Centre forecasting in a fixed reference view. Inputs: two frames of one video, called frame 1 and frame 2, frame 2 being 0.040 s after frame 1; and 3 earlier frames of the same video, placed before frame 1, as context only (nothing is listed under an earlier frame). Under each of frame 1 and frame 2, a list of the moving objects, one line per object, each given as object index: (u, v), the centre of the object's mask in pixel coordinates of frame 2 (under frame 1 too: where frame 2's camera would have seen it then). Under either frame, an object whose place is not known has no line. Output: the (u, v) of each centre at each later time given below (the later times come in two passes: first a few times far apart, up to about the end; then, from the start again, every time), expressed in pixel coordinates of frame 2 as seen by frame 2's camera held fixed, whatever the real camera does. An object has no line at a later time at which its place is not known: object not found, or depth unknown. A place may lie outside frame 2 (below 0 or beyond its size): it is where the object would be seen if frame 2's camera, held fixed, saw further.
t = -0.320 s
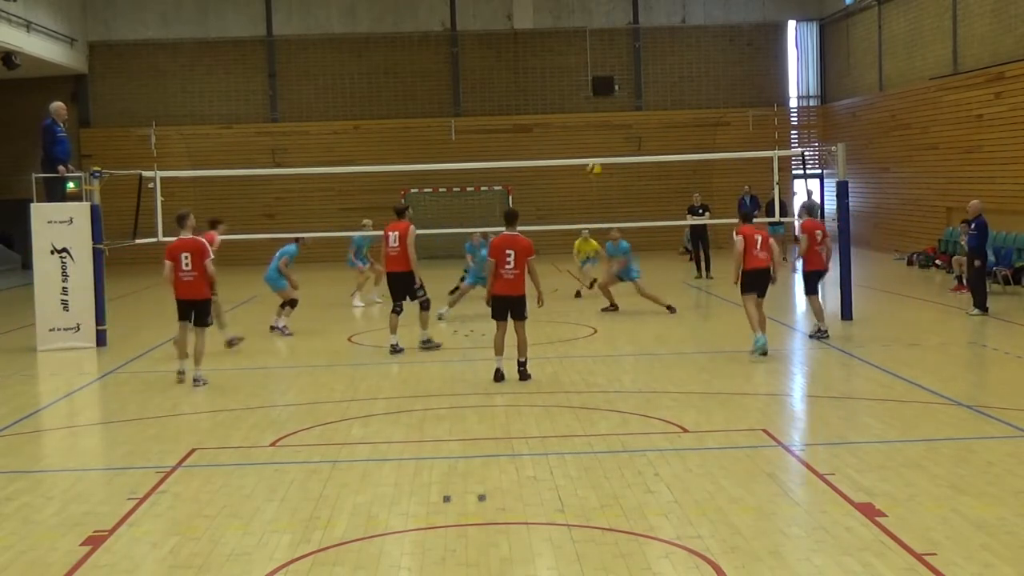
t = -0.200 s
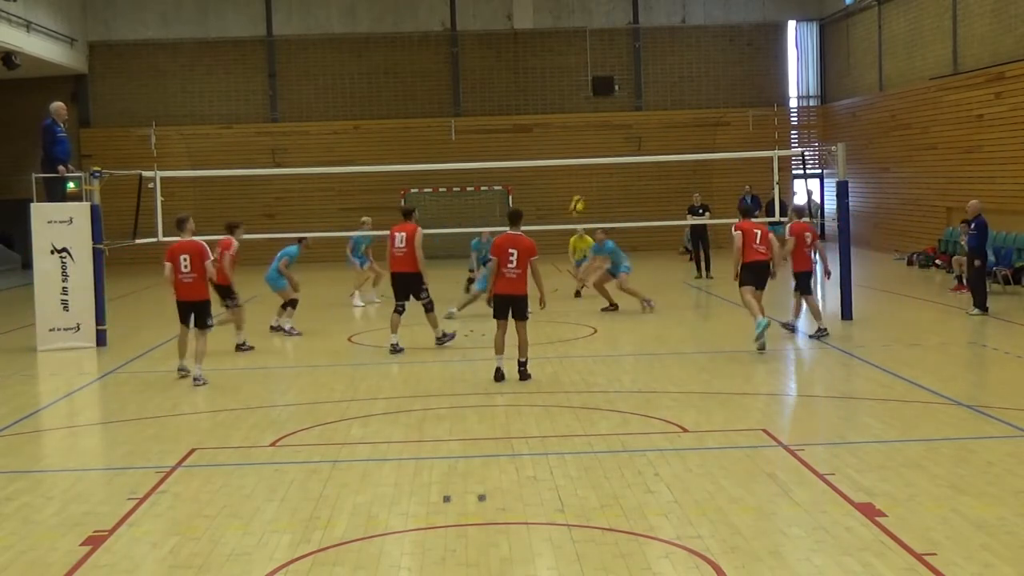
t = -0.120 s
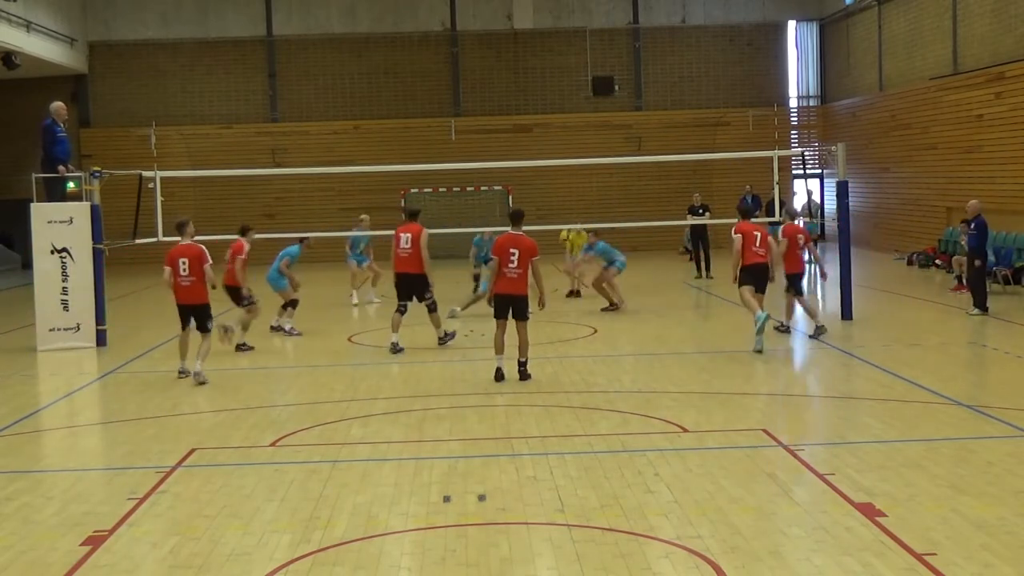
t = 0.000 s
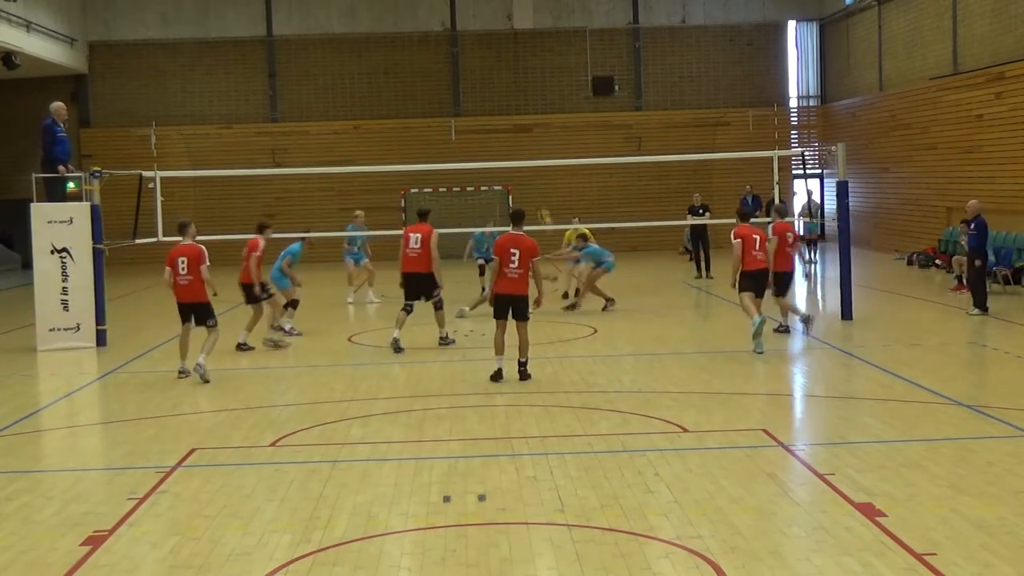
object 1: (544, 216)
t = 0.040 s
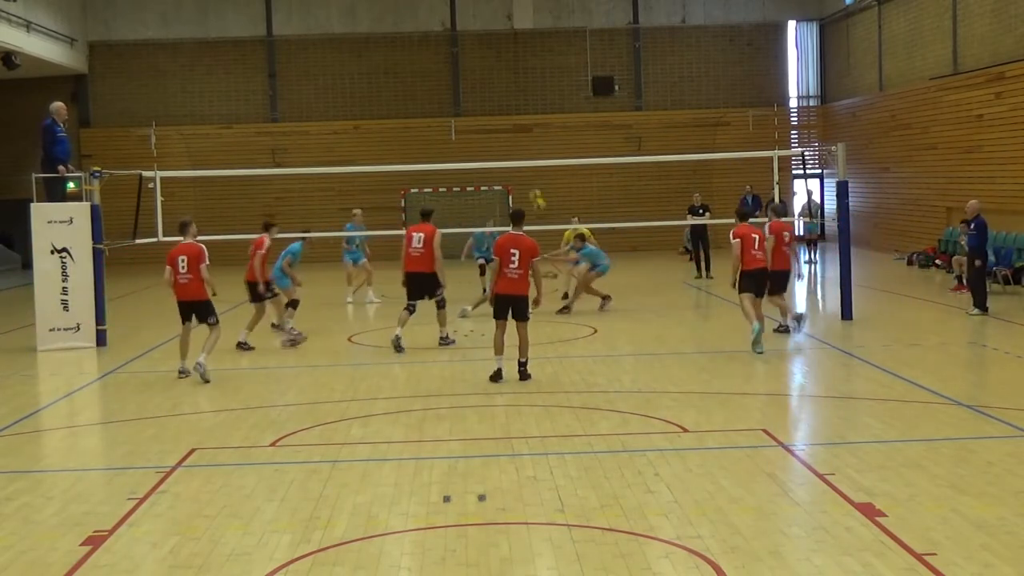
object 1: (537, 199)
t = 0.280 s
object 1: (491, 108)
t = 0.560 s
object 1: (445, 53)
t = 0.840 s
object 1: (404, 46)
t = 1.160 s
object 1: (364, 90)
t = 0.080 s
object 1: (529, 182)
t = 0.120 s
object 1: (524, 171)
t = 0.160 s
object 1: (513, 148)
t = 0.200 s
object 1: (506, 135)
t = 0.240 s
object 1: (498, 122)
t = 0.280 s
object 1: (491, 108)
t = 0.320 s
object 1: (484, 98)
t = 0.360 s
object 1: (477, 89)
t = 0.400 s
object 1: (470, 79)
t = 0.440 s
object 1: (463, 71)
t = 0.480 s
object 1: (457, 65)
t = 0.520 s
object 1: (451, 59)
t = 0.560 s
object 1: (445, 53)
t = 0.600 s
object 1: (438, 50)
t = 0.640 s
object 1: (433, 46)
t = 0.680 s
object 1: (426, 45)
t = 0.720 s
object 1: (420, 43)
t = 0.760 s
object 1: (415, 43)
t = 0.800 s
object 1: (409, 44)
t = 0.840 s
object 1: (404, 46)
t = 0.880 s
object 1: (398, 48)
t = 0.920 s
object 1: (393, 52)
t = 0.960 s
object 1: (388, 56)
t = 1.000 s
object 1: (383, 61)
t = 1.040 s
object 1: (378, 68)
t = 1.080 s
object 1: (373, 74)
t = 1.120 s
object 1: (368, 81)
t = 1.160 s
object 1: (364, 90)
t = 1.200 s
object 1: (359, 100)
